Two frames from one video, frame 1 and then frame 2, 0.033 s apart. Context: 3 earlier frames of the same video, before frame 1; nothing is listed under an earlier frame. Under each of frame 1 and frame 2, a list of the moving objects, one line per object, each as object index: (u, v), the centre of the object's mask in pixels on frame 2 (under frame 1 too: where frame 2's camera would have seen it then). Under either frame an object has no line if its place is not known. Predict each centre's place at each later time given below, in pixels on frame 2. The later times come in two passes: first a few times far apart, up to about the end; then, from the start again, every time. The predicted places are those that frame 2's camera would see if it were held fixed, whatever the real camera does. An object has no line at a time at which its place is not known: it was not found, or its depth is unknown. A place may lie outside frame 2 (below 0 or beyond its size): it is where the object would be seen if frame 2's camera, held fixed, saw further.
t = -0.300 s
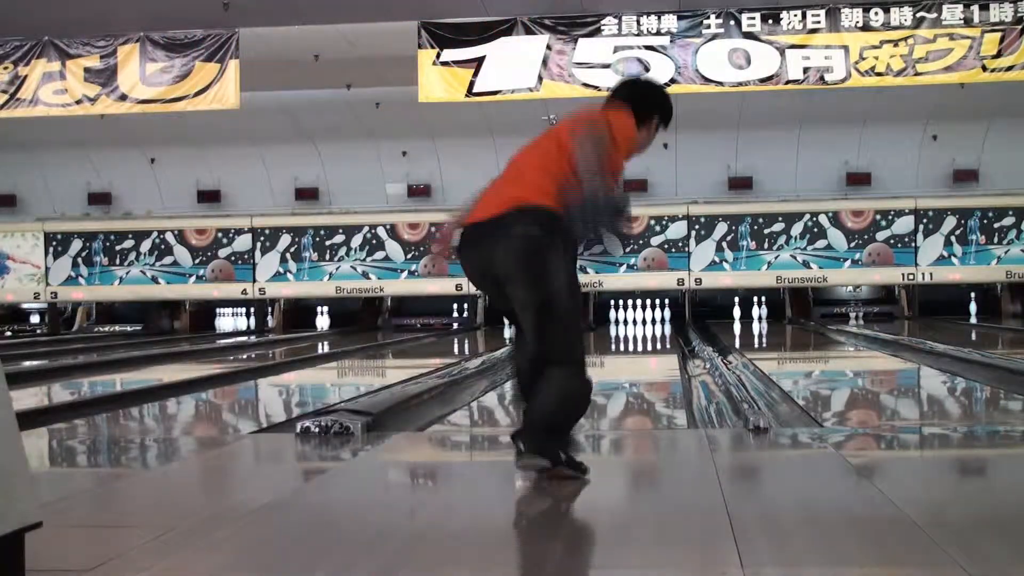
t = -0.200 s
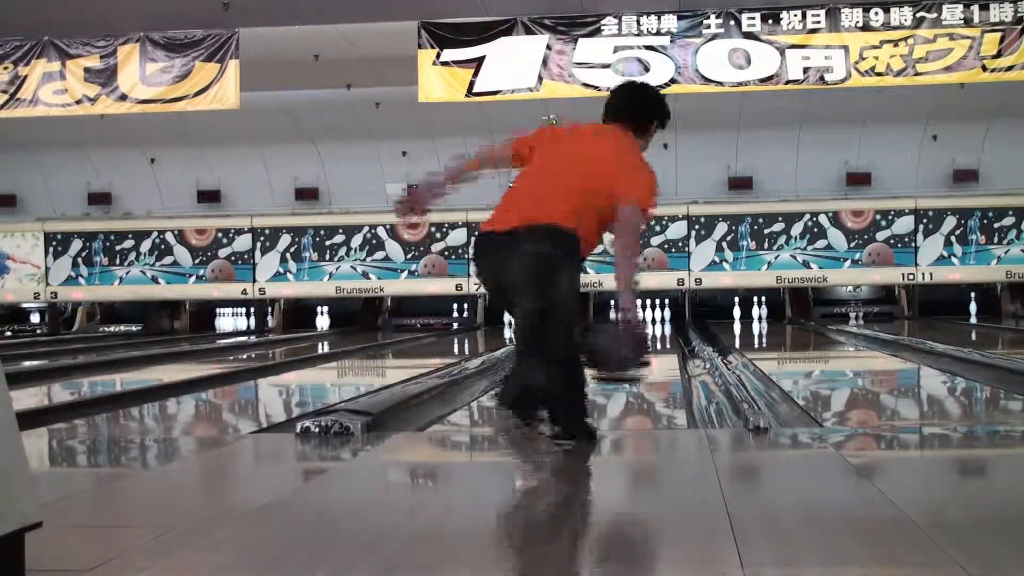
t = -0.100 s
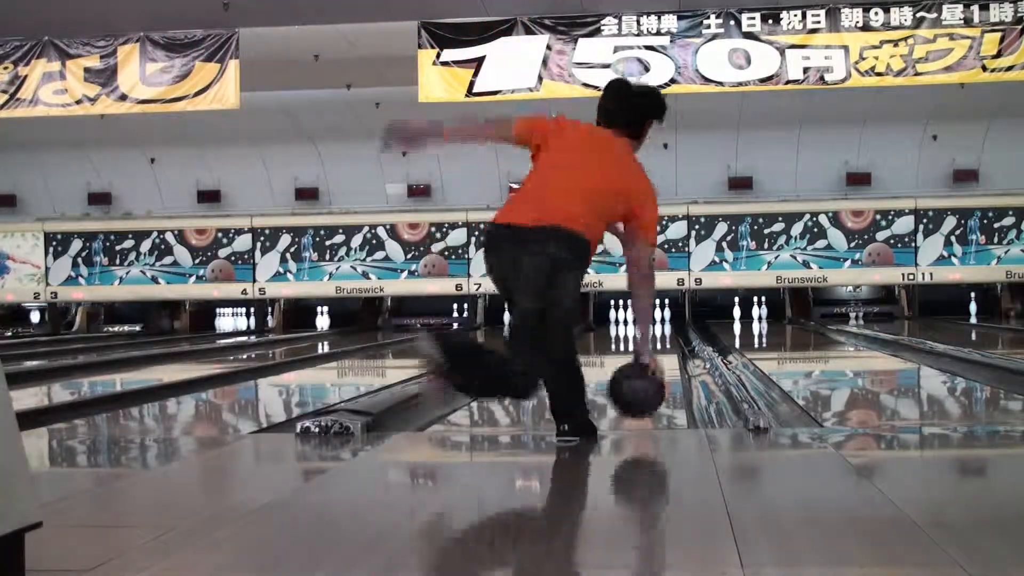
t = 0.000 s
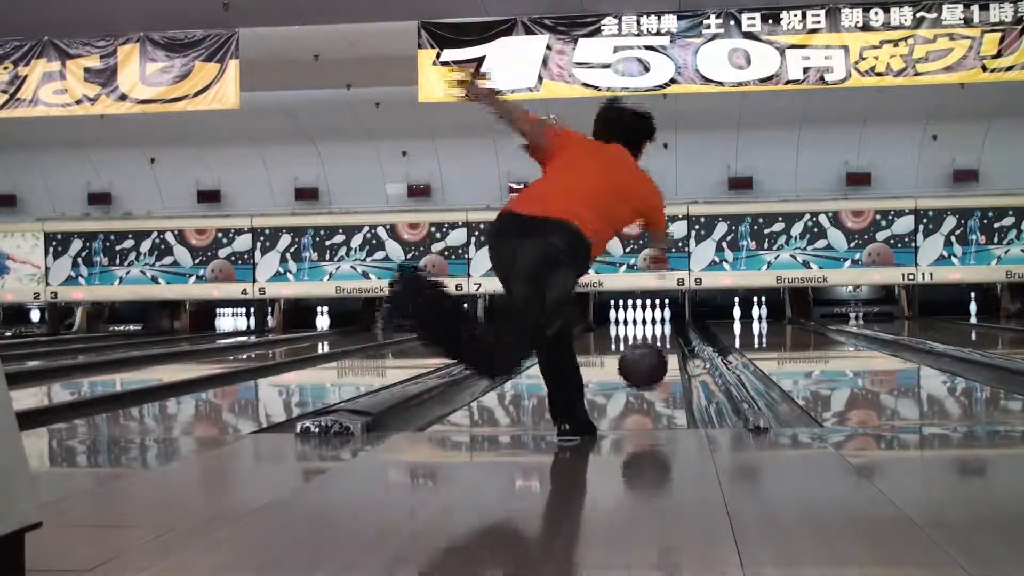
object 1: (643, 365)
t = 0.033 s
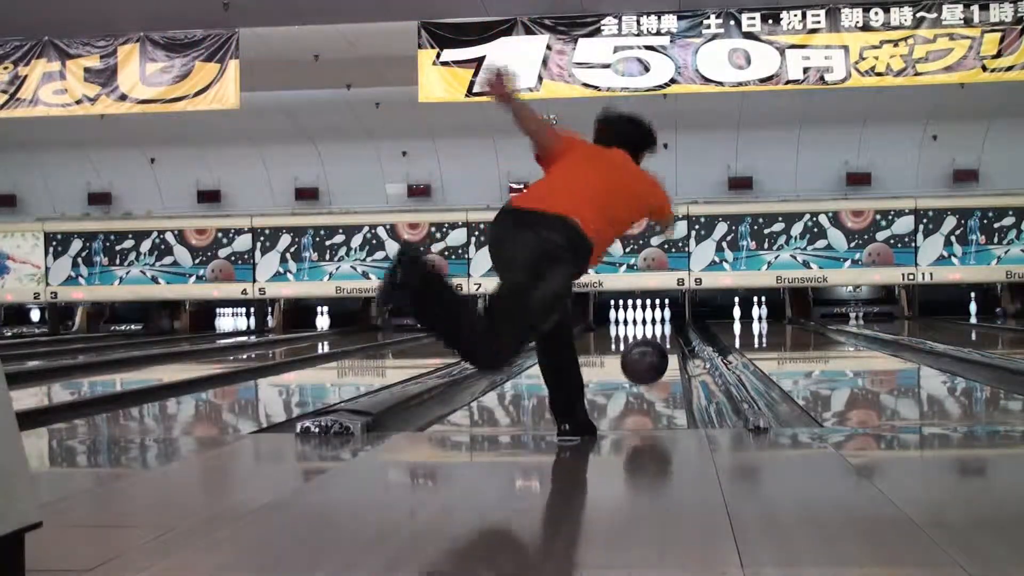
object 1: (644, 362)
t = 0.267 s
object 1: (651, 366)
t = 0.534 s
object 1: (655, 348)
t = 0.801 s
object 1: (654, 339)
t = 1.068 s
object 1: (654, 332)
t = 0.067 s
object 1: (645, 361)
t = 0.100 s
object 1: (646, 362)
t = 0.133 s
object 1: (647, 365)
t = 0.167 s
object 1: (649, 370)
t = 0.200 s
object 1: (650, 369)
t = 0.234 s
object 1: (650, 367)
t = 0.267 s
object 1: (651, 366)
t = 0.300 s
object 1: (652, 363)
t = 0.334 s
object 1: (652, 361)
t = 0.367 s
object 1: (653, 358)
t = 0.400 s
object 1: (653, 357)
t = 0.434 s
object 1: (653, 355)
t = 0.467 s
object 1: (654, 354)
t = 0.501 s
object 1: (654, 351)
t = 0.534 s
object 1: (655, 348)
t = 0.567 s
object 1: (655, 347)
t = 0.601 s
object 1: (655, 345)
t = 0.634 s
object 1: (654, 344)
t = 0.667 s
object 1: (655, 343)
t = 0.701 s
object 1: (654, 342)
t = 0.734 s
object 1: (654, 341)
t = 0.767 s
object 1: (655, 340)
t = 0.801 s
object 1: (654, 339)
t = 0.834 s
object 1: (655, 337)
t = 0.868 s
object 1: (654, 337)
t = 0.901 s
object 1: (655, 336)
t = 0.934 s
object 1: (655, 336)
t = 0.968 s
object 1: (655, 335)
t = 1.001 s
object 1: (655, 334)
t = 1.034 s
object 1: (655, 333)
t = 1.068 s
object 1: (654, 332)
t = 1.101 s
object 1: (653, 331)
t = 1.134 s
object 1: (653, 331)
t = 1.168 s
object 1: (653, 331)
